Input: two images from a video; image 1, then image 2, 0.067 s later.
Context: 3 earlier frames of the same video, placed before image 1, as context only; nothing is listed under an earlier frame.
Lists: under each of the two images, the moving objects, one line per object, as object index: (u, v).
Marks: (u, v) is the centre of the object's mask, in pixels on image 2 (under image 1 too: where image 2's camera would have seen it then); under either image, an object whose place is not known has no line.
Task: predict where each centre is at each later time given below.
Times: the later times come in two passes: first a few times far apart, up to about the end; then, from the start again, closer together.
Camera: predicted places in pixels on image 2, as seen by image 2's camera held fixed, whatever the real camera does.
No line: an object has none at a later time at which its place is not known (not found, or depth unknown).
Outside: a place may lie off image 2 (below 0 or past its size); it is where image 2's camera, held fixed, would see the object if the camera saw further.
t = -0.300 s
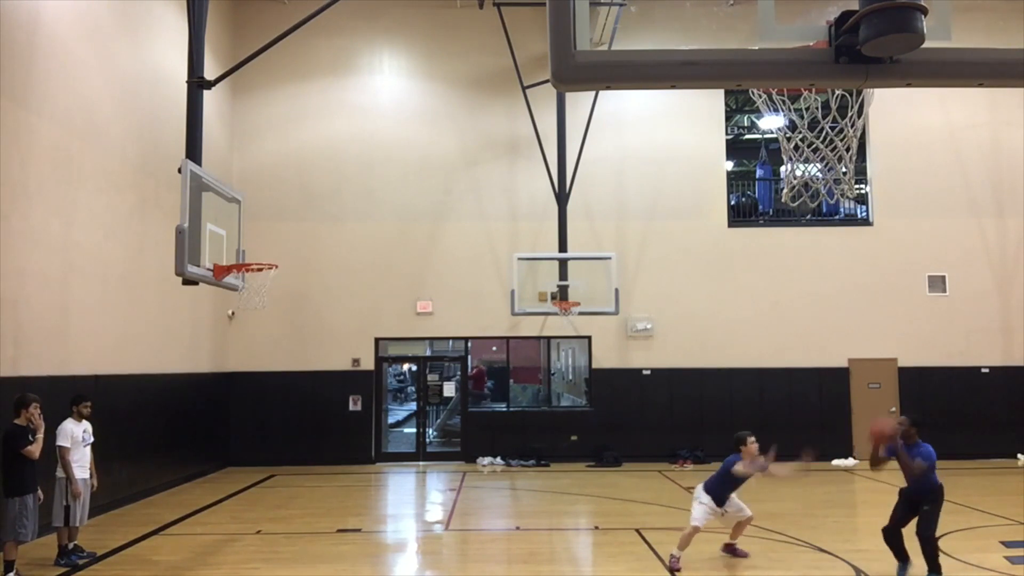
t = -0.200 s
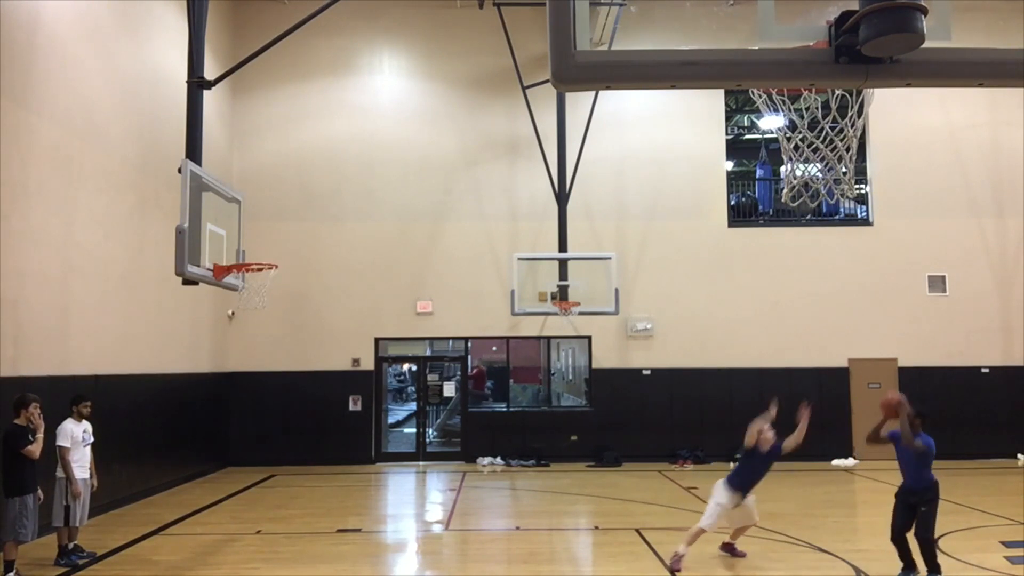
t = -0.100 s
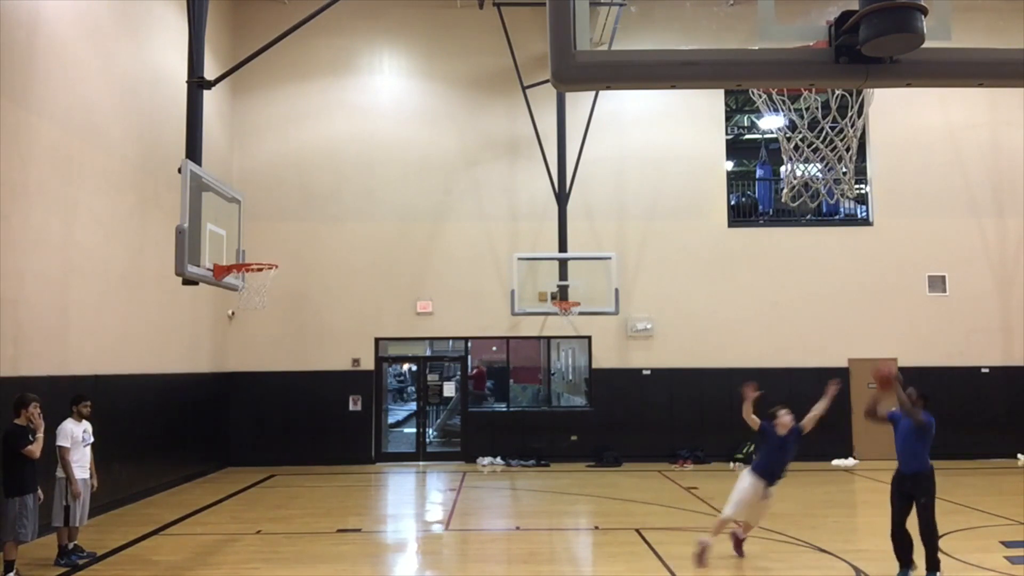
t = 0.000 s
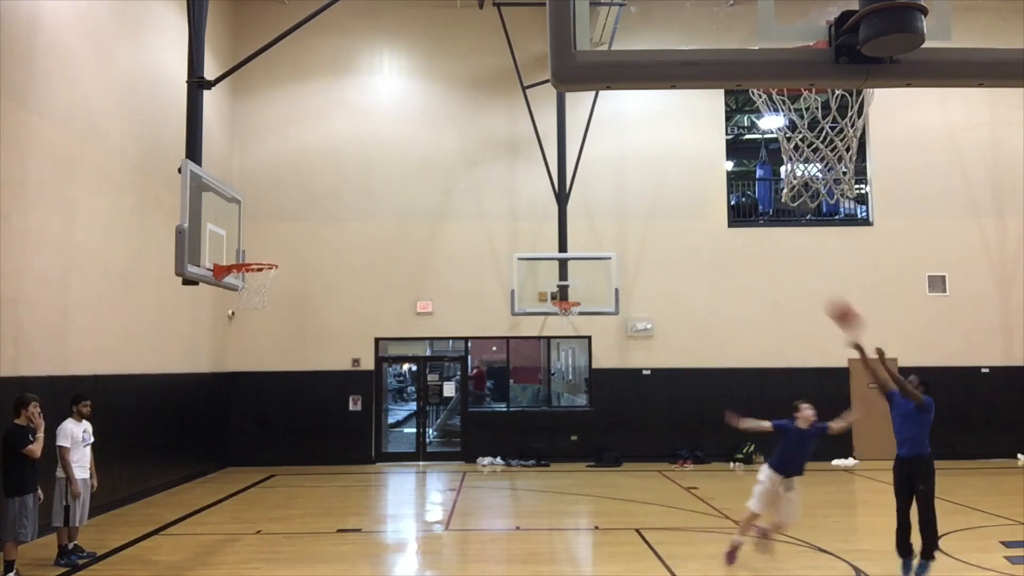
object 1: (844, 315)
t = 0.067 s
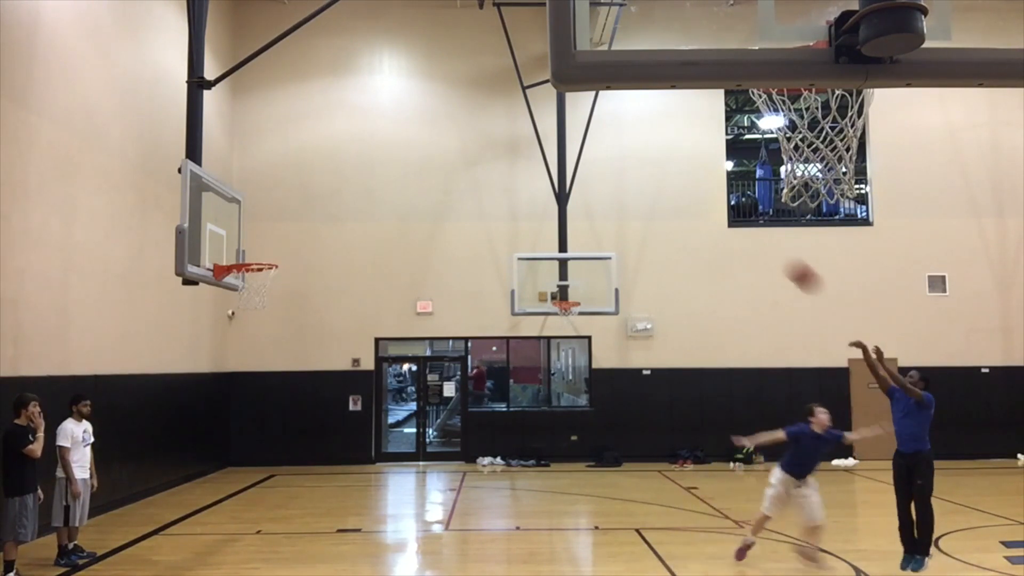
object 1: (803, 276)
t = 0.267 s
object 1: (687, 190)
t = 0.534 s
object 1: (546, 138)
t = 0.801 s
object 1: (416, 154)
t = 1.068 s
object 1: (292, 231)
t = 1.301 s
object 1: (217, 310)
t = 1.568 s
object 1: (173, 406)
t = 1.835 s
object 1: (131, 546)
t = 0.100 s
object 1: (783, 259)
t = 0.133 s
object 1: (764, 243)
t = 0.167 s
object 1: (743, 226)
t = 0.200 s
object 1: (725, 214)
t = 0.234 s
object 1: (705, 200)
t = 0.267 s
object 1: (687, 190)
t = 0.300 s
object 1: (668, 179)
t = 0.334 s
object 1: (651, 170)
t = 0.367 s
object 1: (631, 161)
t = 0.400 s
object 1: (614, 155)
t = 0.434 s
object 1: (597, 149)
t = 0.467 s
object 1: (580, 144)
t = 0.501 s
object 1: (563, 140)
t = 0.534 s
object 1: (546, 138)
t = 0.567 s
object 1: (528, 137)
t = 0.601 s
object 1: (512, 136)
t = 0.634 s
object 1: (497, 137)
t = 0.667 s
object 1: (480, 138)
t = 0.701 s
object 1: (465, 140)
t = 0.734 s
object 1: (448, 144)
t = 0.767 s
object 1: (432, 148)
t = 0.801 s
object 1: (416, 154)
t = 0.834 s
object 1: (401, 160)
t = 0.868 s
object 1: (385, 167)
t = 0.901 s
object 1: (369, 176)
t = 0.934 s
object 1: (354, 184)
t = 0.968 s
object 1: (338, 195)
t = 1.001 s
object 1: (323, 206)
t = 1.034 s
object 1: (307, 218)
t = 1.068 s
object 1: (292, 231)
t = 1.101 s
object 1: (277, 245)
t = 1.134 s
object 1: (264, 255)
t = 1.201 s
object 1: (233, 292)
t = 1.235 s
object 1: (227, 297)
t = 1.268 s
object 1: (222, 302)
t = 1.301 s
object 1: (217, 310)
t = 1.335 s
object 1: (212, 318)
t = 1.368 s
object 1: (207, 327)
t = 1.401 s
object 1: (201, 338)
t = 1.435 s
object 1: (195, 349)
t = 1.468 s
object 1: (190, 361)
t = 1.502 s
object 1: (184, 378)
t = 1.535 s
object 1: (179, 392)
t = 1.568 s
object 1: (173, 406)
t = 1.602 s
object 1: (167, 424)
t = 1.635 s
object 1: (162, 441)
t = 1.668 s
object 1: (156, 459)
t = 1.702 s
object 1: (151, 478)
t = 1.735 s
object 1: (145, 498)
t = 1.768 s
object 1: (137, 521)
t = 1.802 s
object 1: (131, 547)
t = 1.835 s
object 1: (131, 546)
